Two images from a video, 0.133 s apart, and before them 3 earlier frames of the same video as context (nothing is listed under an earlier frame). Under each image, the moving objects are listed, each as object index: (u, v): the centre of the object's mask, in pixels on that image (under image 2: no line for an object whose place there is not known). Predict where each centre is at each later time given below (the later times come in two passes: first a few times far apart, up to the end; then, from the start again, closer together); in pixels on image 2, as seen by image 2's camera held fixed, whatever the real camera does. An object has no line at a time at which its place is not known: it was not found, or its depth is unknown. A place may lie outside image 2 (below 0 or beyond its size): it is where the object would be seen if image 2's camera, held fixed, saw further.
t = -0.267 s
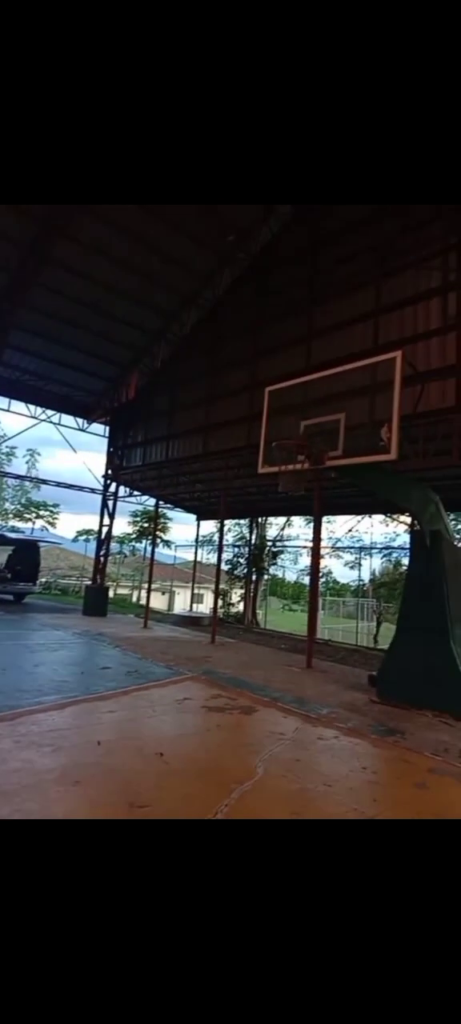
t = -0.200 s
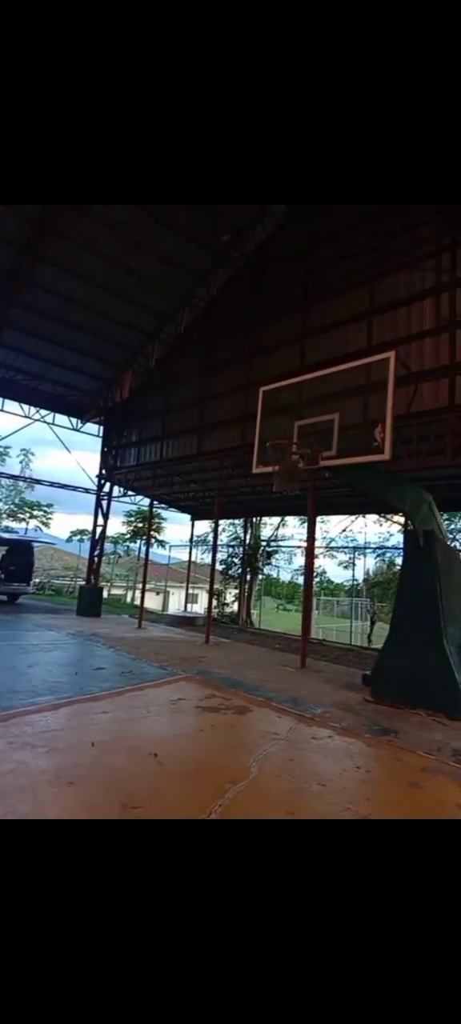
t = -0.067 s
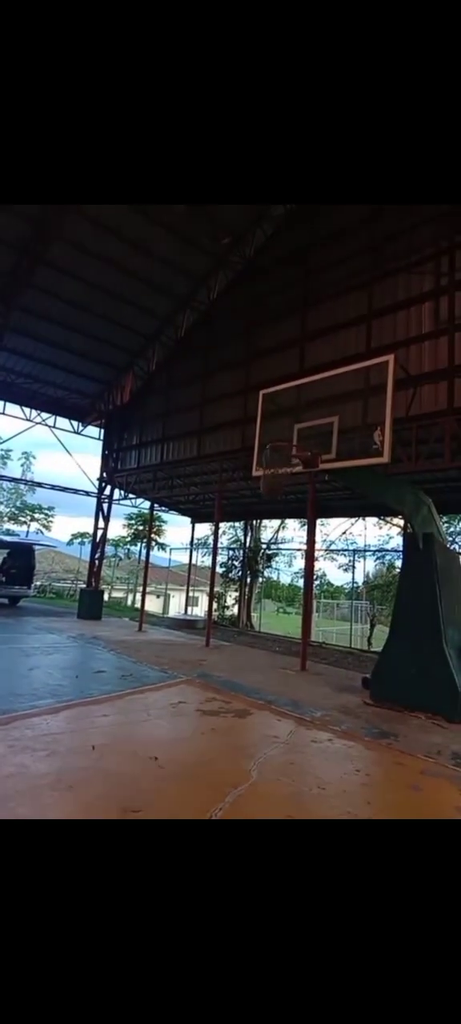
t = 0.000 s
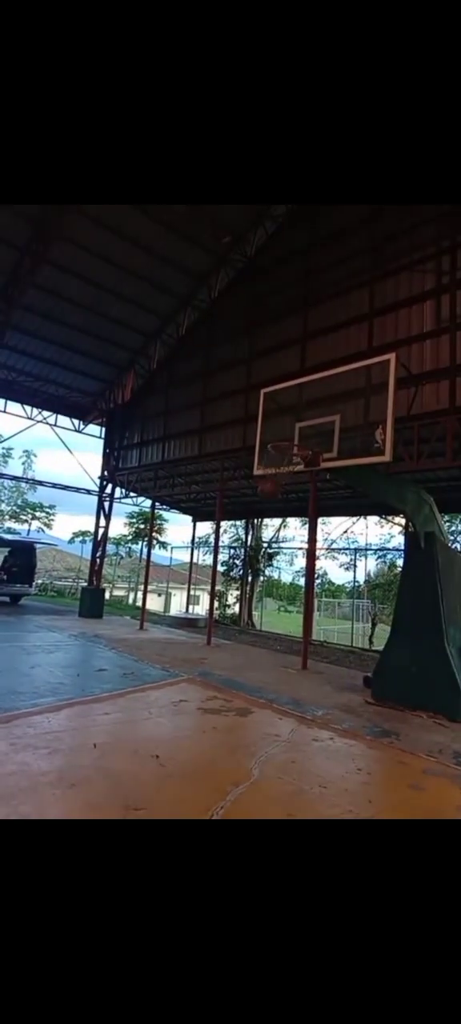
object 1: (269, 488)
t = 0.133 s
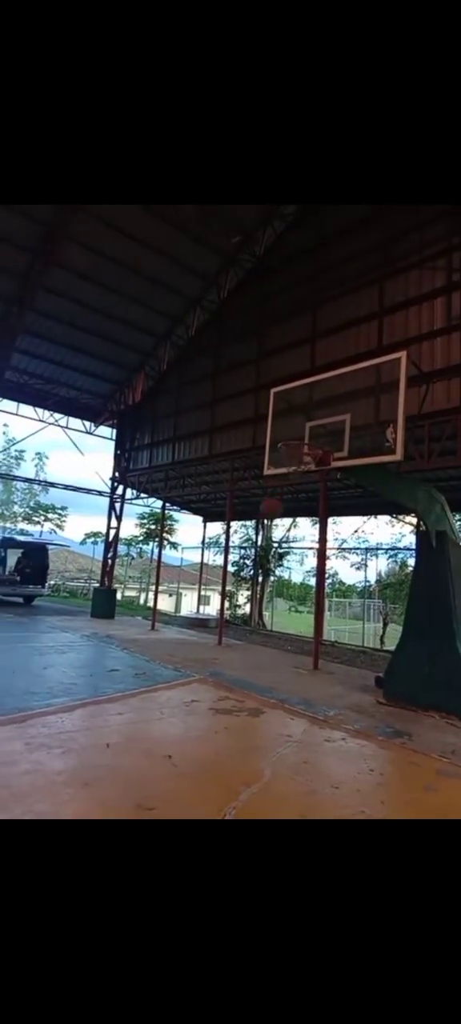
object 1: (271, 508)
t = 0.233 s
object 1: (264, 534)
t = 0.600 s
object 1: (227, 736)
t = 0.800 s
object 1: (246, 665)
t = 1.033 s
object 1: (270, 594)
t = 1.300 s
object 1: (290, 592)
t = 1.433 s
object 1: (299, 624)
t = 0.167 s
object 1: (268, 516)
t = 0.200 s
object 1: (266, 525)
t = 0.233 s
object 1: (264, 534)
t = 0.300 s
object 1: (260, 558)
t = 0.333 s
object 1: (258, 571)
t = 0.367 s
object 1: (254, 586)
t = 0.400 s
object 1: (251, 603)
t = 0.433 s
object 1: (248, 622)
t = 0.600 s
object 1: (227, 736)
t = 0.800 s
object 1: (246, 665)
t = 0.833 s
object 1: (249, 653)
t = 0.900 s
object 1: (257, 627)
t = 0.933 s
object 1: (260, 618)
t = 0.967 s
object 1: (265, 607)
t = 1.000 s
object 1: (267, 601)
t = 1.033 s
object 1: (270, 594)
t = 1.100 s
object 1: (277, 585)
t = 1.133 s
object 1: (278, 583)
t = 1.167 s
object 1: (281, 583)
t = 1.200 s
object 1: (283, 583)
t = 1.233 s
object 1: (285, 585)
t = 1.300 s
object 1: (290, 592)
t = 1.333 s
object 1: (293, 598)
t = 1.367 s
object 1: (295, 605)
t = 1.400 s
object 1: (297, 614)
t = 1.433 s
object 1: (299, 624)
